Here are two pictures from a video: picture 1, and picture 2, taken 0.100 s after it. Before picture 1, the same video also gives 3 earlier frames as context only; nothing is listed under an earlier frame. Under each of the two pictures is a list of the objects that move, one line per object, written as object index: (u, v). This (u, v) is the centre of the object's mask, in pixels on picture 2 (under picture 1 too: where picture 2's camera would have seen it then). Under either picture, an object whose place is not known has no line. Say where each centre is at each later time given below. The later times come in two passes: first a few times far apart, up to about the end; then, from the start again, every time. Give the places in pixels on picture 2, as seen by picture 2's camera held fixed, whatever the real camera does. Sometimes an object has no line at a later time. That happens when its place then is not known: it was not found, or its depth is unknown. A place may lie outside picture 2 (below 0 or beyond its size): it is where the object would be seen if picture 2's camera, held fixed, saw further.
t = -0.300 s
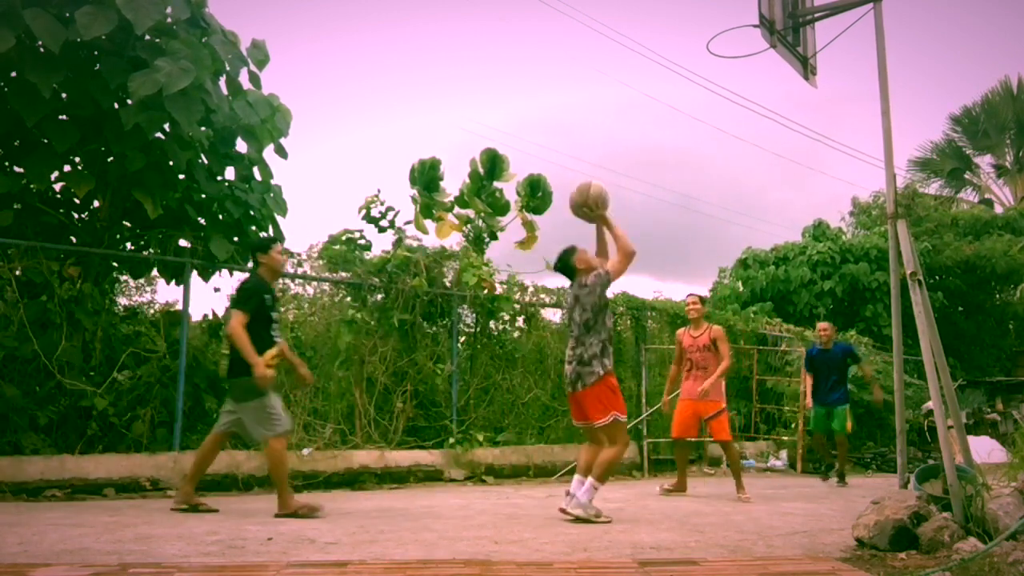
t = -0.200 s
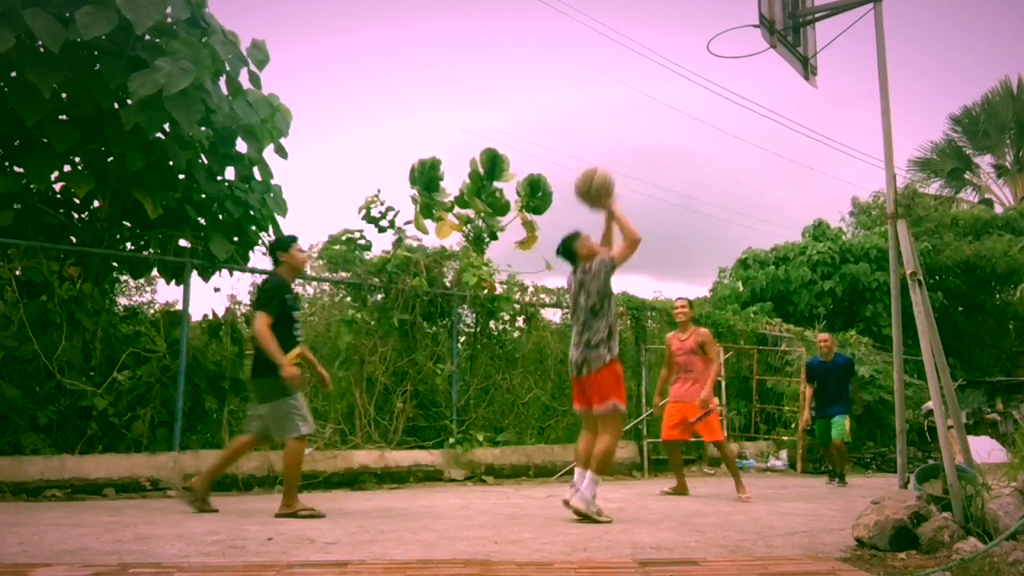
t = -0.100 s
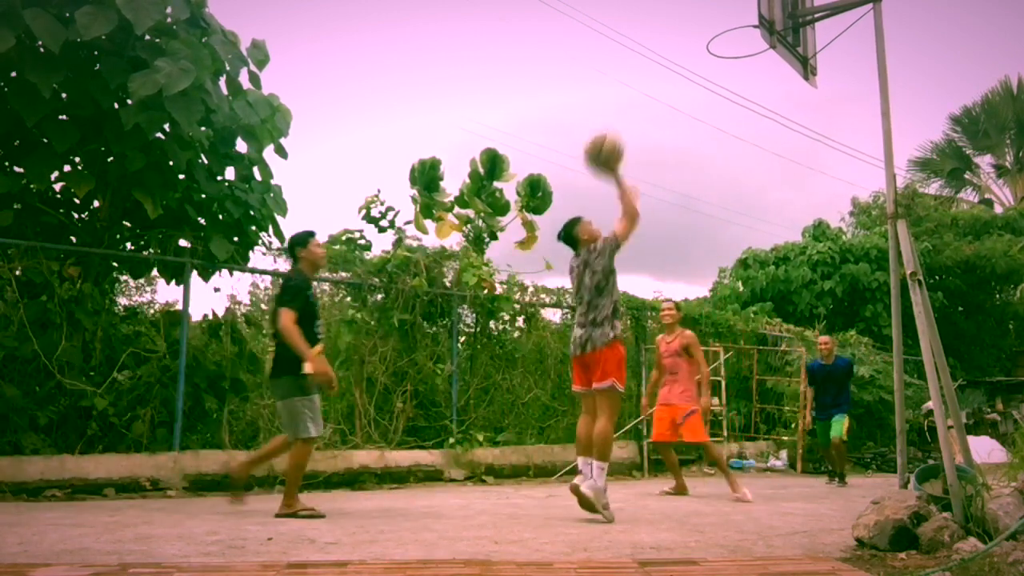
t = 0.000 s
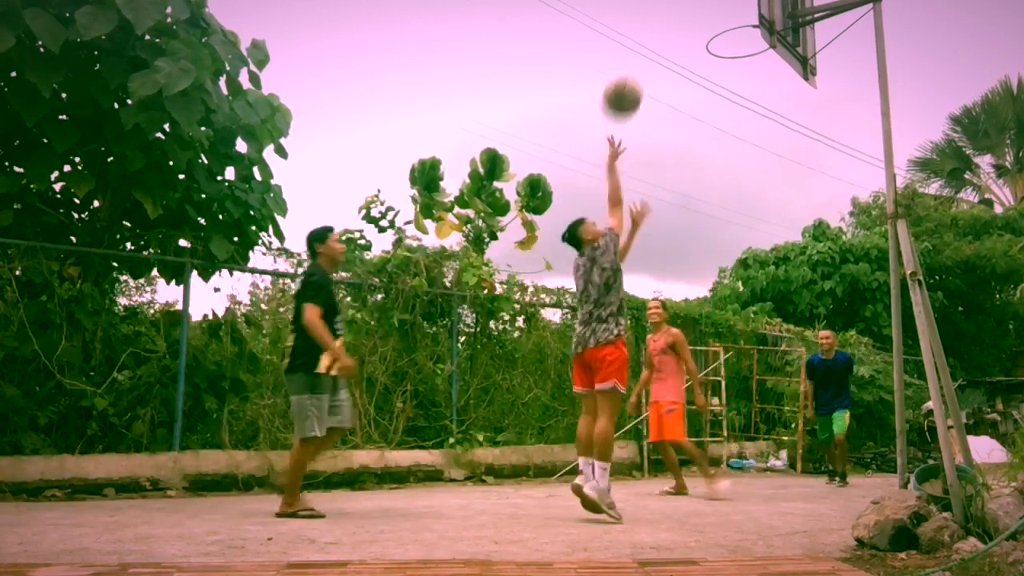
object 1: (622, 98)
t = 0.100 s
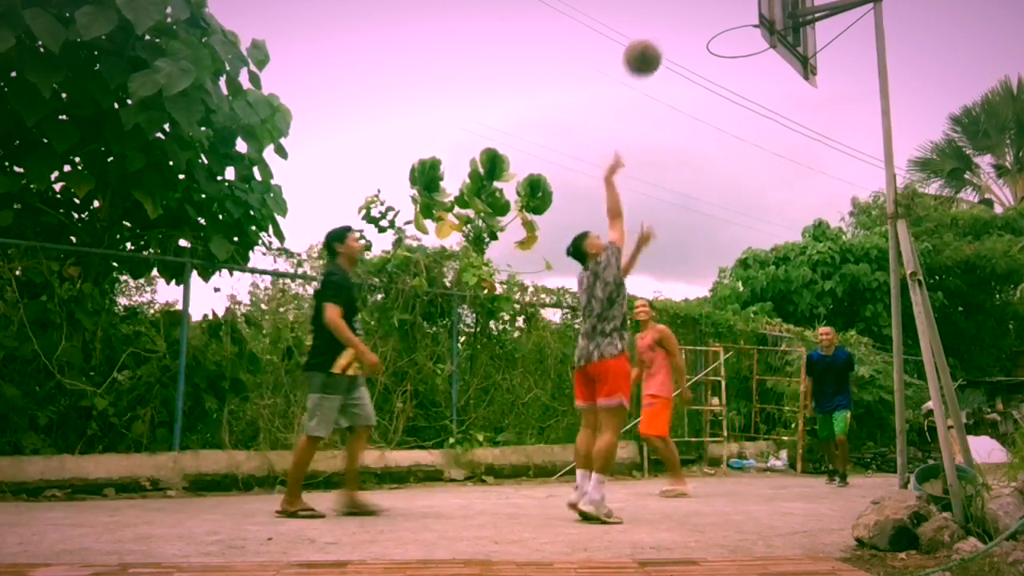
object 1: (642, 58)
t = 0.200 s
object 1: (662, 33)
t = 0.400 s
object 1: (696, 26)
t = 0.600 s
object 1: (690, 38)
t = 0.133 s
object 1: (648, 48)
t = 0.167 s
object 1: (655, 40)
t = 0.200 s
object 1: (662, 33)
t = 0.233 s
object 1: (669, 28)
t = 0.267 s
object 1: (675, 25)
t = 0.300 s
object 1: (682, 24)
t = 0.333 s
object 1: (688, 24)
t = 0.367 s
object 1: (695, 26)
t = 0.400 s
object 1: (696, 26)
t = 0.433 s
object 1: (695, 24)
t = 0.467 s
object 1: (694, 23)
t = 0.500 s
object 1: (693, 24)
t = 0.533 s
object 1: (692, 27)
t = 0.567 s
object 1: (691, 31)
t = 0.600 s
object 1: (690, 38)
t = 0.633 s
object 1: (689, 46)
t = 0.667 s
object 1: (688, 55)
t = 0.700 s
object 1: (687, 66)
